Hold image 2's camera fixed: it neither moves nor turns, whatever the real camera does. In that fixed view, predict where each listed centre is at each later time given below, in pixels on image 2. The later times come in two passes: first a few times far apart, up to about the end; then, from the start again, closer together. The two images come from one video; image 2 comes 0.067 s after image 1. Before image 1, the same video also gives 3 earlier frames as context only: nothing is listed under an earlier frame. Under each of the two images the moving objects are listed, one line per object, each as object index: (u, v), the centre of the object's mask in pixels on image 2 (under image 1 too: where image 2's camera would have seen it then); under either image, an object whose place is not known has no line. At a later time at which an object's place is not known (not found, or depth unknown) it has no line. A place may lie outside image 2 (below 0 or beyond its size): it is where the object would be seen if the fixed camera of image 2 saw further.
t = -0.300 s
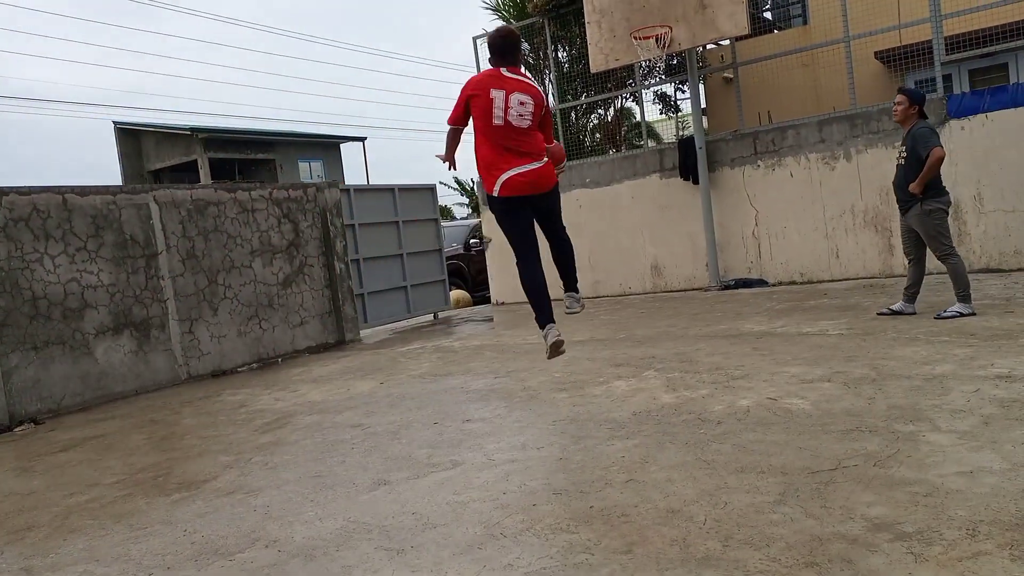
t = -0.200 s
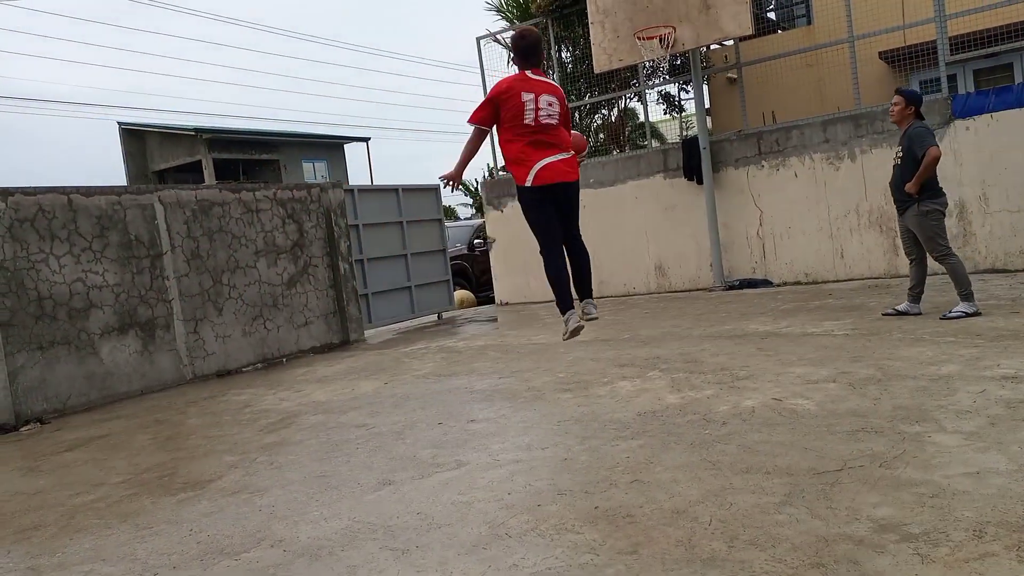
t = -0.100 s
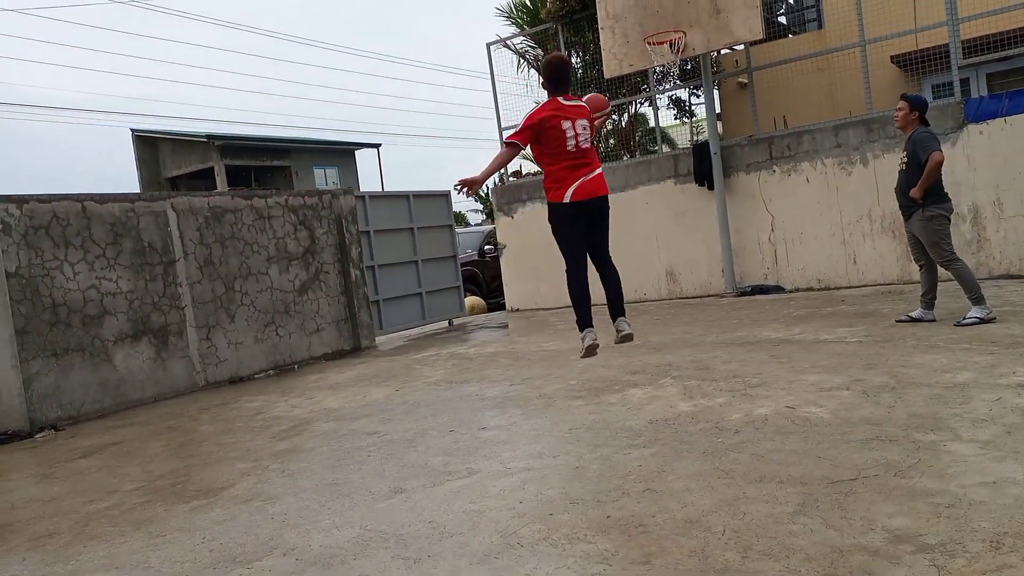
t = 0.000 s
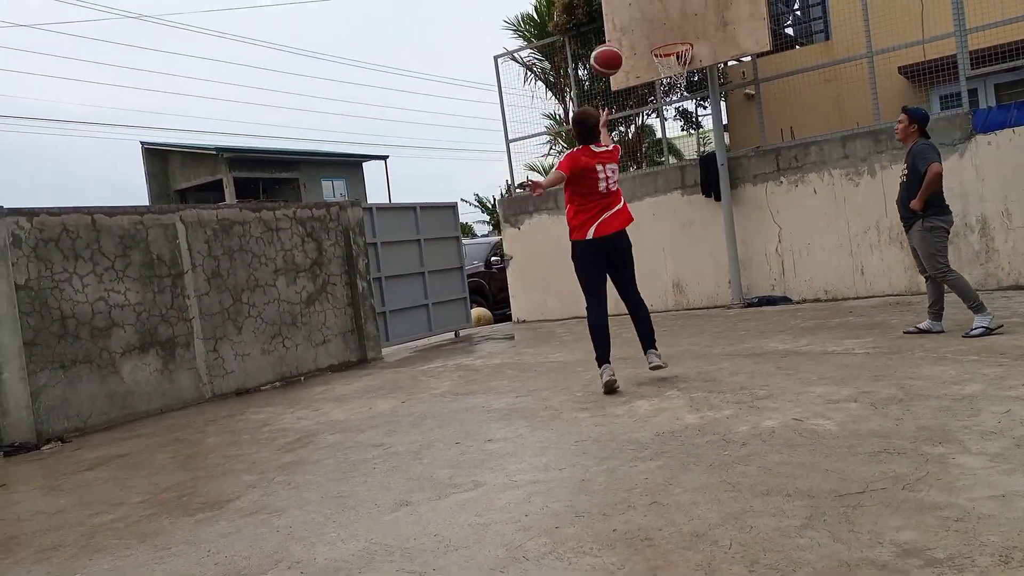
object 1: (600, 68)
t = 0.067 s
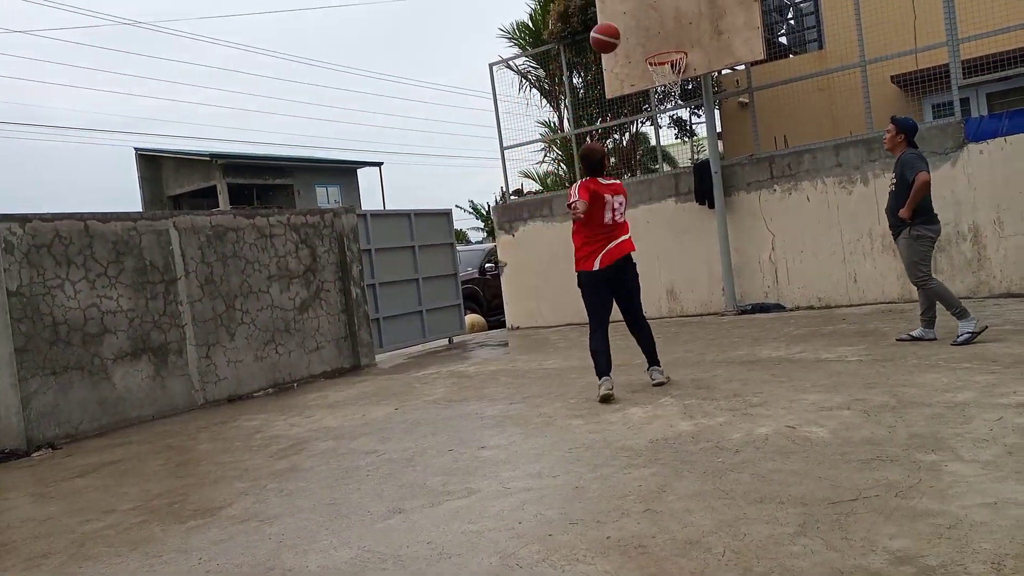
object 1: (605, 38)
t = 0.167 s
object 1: (612, 5)
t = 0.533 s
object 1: (640, 1)
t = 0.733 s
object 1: (644, 36)
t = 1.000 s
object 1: (593, 87)
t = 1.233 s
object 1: (551, 202)
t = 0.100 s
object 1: (607, 26)
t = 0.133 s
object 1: (609, 15)
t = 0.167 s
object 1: (612, 5)
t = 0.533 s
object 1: (640, 1)
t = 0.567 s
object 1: (641, 7)
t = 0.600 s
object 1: (644, 14)
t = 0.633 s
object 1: (647, 23)
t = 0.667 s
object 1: (650, 30)
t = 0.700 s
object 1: (649, 34)
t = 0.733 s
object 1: (644, 36)
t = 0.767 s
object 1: (637, 39)
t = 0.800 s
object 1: (630, 43)
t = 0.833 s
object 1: (623, 47)
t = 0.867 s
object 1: (617, 52)
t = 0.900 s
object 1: (611, 60)
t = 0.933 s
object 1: (605, 67)
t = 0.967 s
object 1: (599, 76)
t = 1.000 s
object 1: (593, 87)
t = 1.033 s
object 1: (587, 100)
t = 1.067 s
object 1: (580, 113)
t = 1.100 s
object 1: (574, 128)
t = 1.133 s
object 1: (568, 144)
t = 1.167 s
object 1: (562, 162)
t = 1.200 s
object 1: (556, 182)
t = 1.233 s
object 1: (551, 202)
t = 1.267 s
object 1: (545, 225)
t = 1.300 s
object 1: (539, 250)
